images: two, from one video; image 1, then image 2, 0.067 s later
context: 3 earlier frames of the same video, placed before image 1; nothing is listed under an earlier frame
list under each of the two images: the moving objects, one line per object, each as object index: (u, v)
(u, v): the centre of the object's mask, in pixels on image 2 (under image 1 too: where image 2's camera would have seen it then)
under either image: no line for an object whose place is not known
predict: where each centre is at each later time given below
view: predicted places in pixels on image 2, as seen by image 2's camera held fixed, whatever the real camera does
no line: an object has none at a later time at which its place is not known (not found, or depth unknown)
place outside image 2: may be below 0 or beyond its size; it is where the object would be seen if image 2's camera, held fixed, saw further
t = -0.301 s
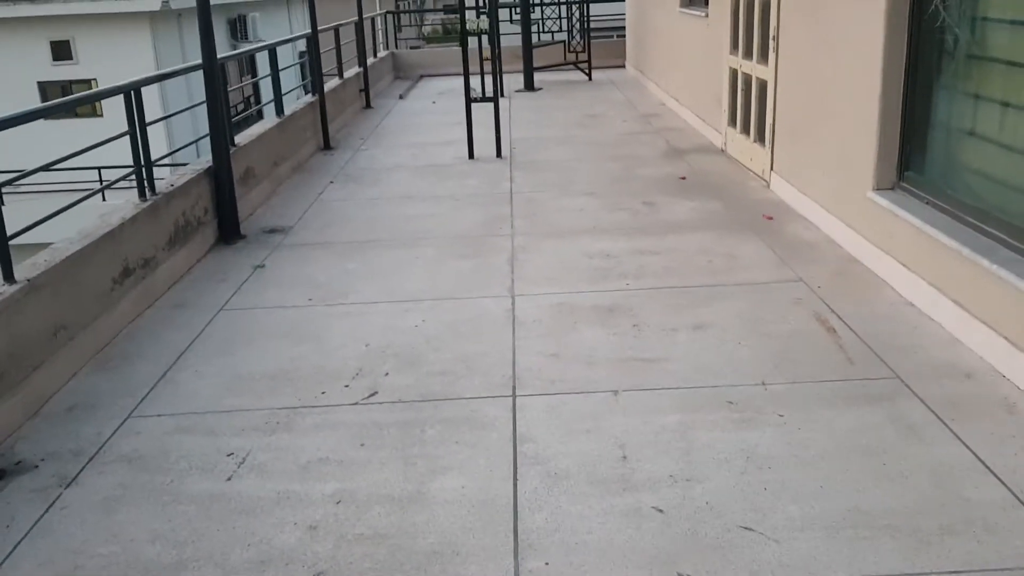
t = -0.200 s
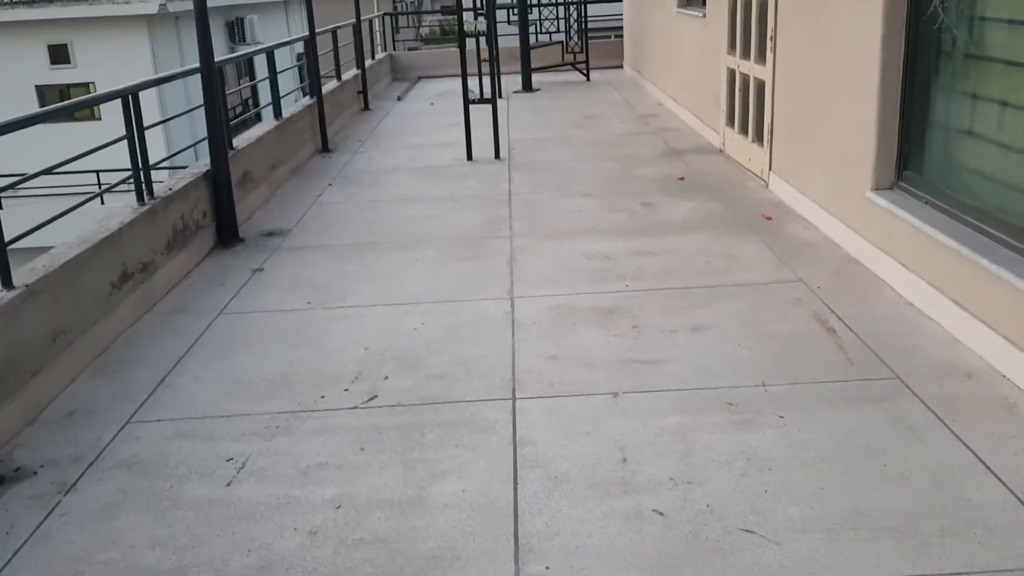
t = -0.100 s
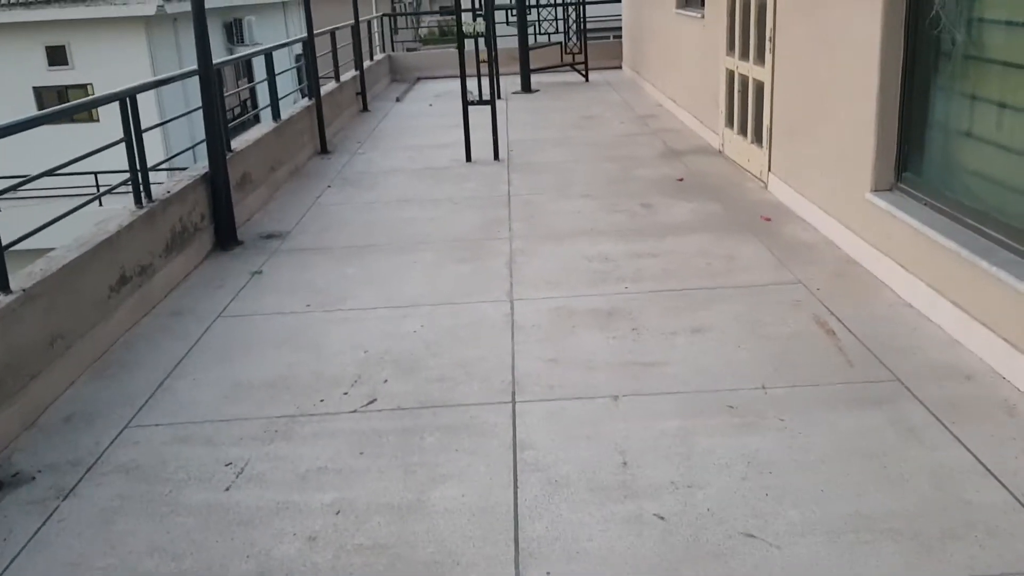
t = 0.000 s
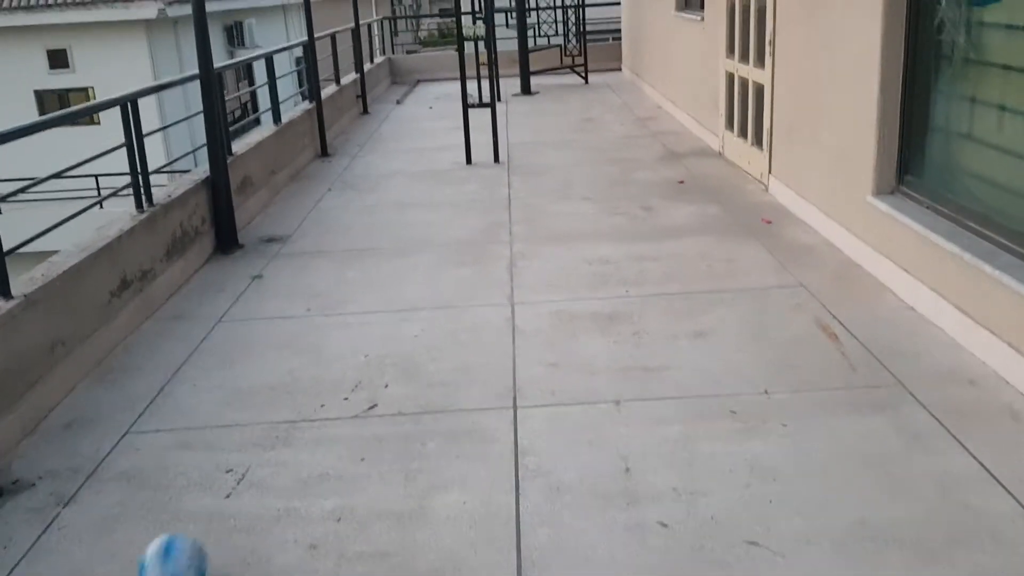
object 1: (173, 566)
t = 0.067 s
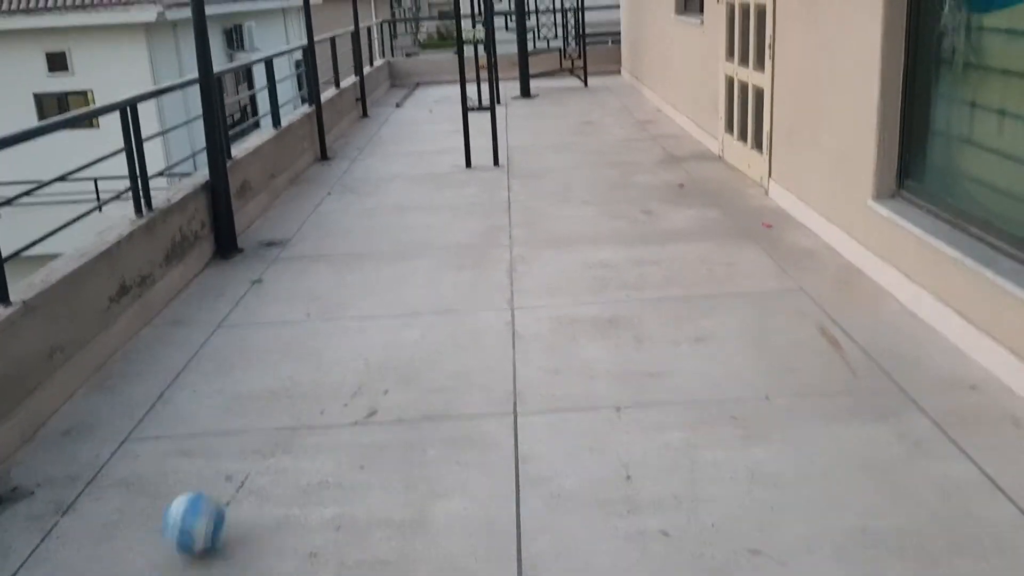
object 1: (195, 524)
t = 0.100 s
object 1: (204, 500)
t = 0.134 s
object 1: (213, 482)
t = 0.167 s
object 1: (221, 461)
